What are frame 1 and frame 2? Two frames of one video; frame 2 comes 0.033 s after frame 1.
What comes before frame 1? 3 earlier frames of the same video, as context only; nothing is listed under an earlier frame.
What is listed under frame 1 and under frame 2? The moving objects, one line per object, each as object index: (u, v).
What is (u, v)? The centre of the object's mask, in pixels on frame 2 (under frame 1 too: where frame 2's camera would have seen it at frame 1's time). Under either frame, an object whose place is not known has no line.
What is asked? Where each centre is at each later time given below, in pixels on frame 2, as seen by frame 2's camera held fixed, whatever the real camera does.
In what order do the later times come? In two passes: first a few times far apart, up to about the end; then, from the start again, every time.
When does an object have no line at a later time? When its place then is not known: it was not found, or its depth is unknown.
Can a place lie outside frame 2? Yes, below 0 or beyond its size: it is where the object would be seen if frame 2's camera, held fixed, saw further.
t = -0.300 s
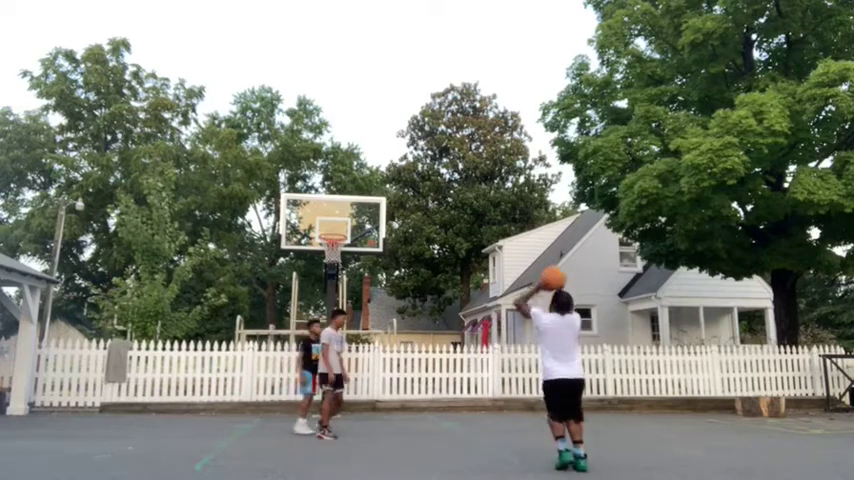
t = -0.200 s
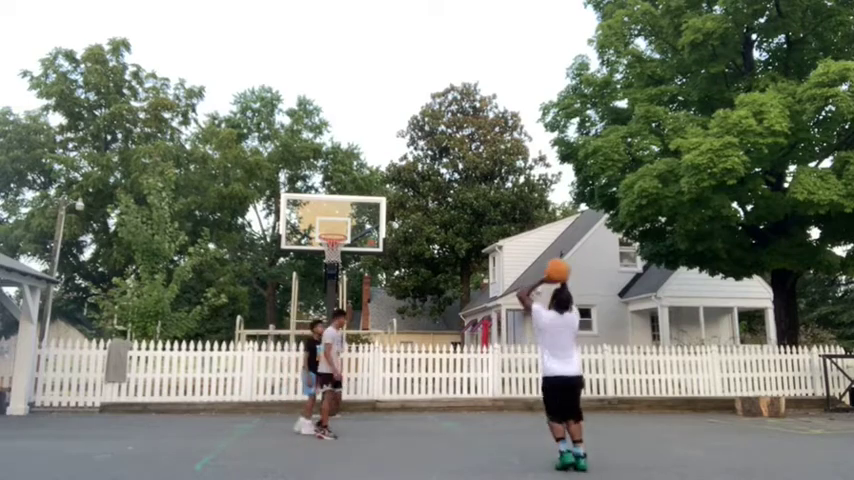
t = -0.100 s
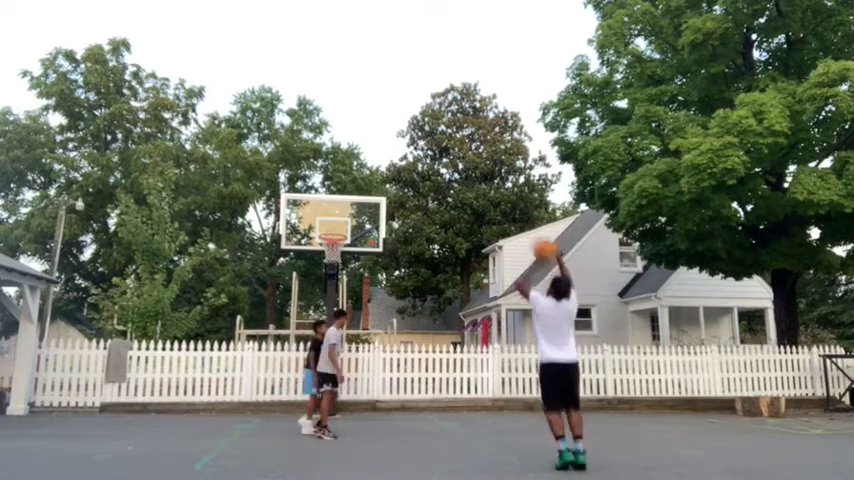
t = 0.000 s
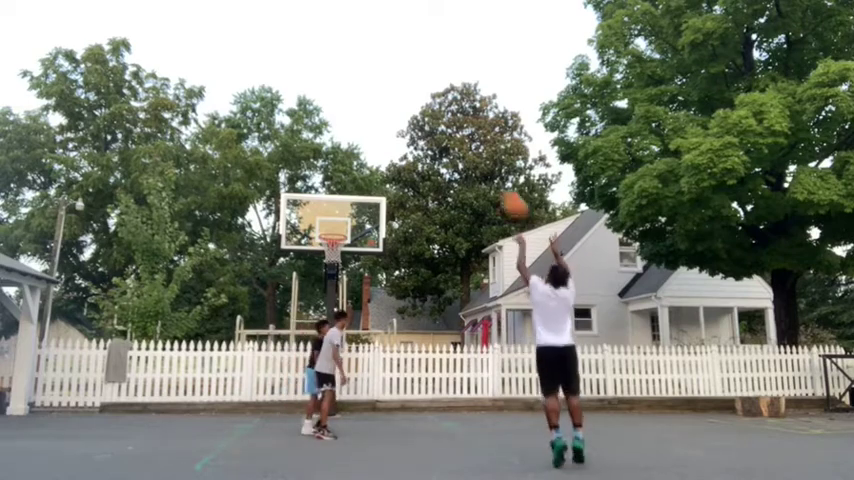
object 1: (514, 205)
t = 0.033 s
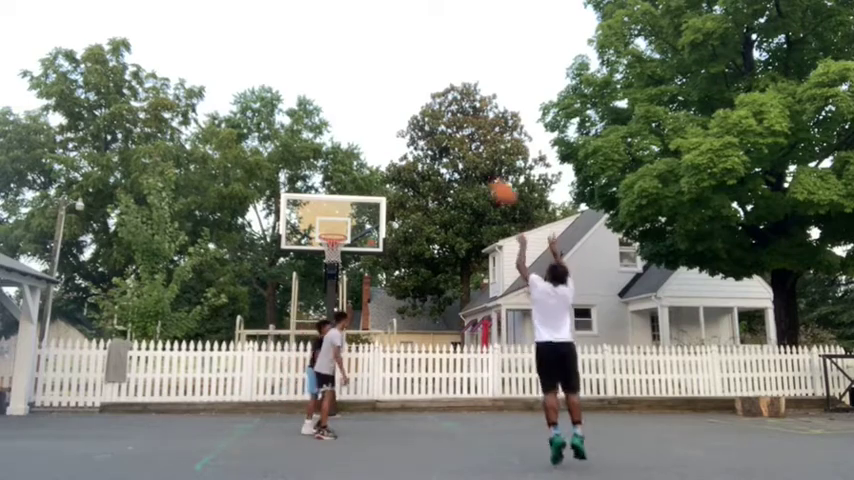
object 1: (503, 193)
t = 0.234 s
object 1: (450, 145)
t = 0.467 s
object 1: (407, 137)
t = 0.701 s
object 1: (371, 162)
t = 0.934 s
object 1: (342, 211)
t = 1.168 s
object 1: (329, 221)
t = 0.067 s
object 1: (492, 180)
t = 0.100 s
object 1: (483, 171)
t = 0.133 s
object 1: (475, 164)
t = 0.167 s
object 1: (467, 155)
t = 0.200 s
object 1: (458, 150)
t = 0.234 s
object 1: (450, 145)
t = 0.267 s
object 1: (444, 142)
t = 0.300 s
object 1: (437, 138)
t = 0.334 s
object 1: (431, 137)
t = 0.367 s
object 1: (425, 135)
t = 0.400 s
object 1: (418, 136)
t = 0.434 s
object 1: (412, 136)
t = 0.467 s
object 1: (407, 137)
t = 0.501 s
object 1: (401, 138)
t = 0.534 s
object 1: (395, 142)
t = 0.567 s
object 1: (390, 145)
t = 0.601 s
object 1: (385, 148)
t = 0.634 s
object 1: (380, 152)
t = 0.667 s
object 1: (376, 156)
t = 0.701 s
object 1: (371, 162)
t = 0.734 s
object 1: (366, 167)
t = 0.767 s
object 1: (361, 172)
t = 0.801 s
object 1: (358, 180)
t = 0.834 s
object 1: (354, 185)
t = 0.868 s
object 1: (350, 192)
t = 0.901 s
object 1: (346, 203)
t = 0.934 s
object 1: (342, 211)
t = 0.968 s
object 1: (338, 221)
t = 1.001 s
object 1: (334, 229)
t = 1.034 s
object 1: (332, 232)
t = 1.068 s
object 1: (331, 229)
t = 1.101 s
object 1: (330, 226)
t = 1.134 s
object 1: (330, 224)
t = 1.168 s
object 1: (329, 221)
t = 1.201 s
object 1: (329, 216)
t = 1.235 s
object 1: (327, 214)
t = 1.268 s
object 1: (327, 214)
